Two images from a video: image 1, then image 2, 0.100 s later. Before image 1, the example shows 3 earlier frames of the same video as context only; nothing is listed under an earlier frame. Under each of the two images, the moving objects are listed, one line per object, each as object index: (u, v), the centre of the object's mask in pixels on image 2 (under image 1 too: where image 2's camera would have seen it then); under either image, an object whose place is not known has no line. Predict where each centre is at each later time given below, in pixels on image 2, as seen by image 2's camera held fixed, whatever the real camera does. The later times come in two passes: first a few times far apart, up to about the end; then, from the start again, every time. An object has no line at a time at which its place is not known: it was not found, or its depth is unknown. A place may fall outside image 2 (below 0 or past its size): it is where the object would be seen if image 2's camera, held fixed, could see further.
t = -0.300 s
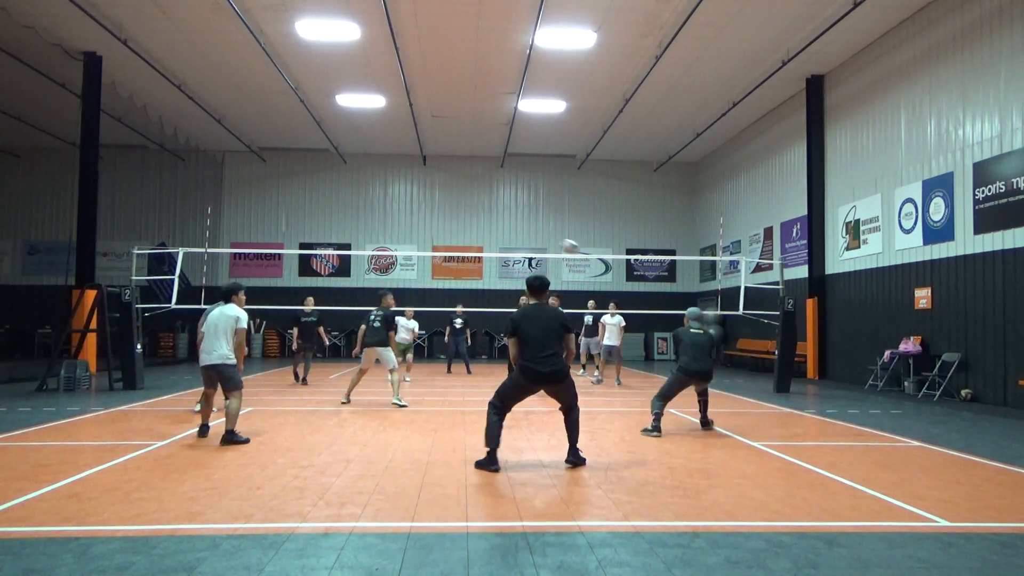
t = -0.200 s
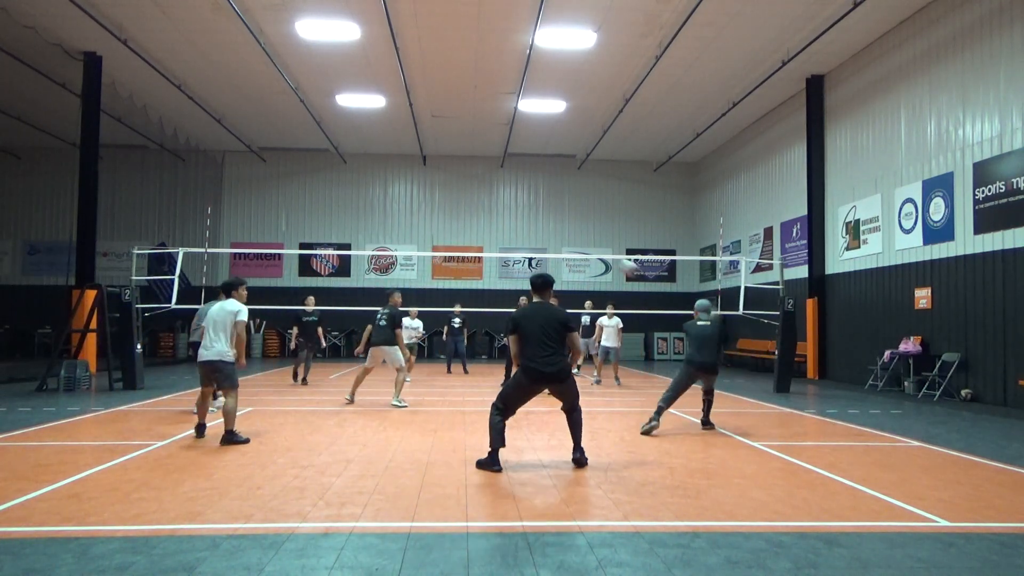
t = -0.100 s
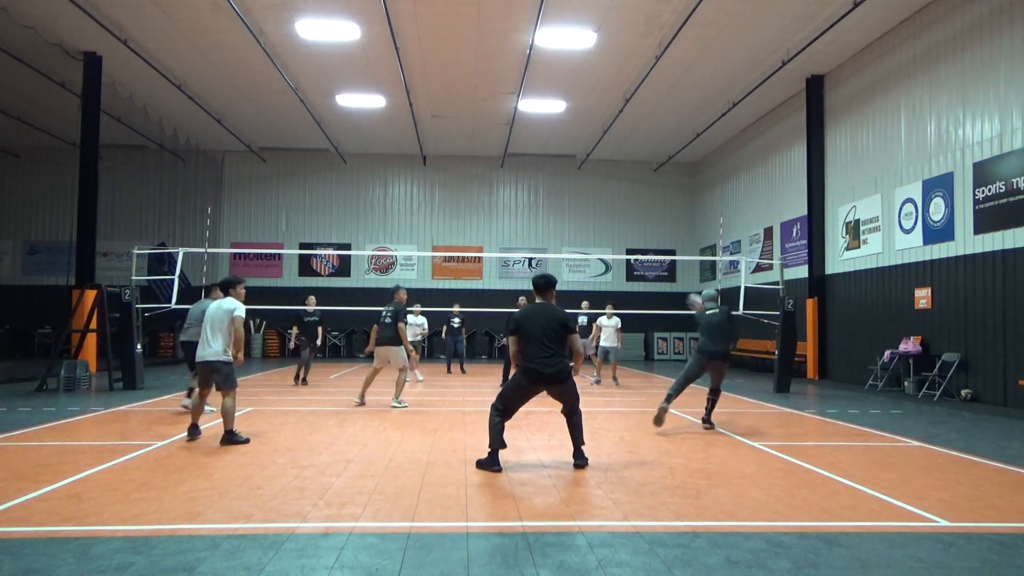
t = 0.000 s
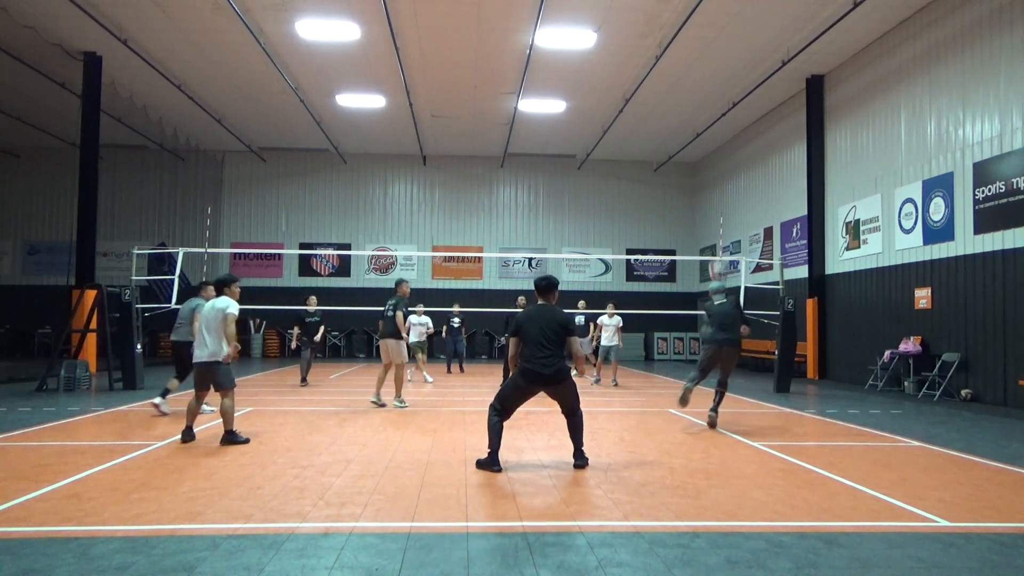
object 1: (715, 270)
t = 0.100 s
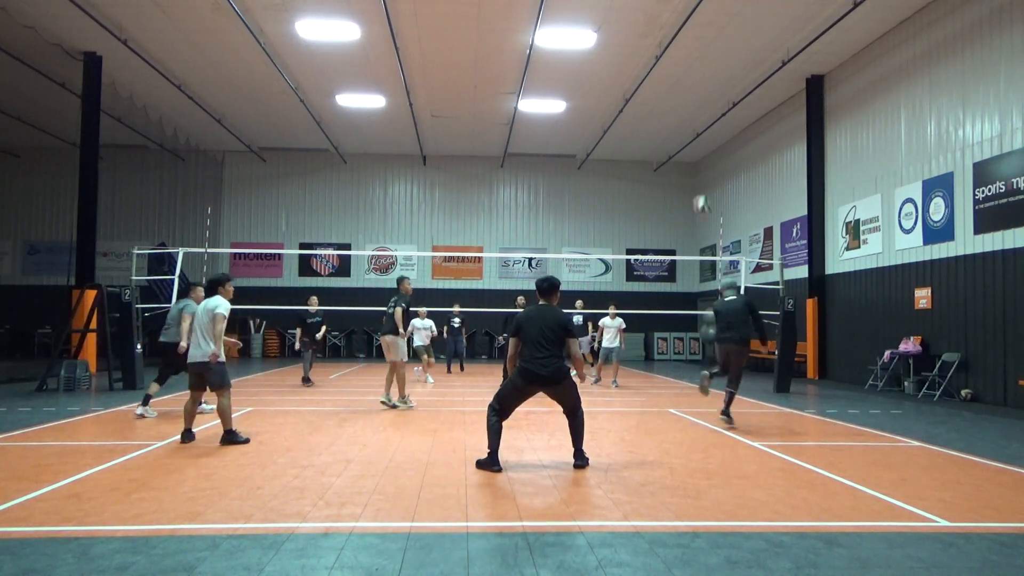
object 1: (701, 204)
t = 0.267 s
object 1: (679, 120)
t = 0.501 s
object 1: (650, 46)
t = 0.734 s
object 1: (626, 14)
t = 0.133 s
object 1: (696, 186)
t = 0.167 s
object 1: (691, 167)
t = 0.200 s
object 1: (687, 151)
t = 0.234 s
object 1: (682, 135)
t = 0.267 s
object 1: (679, 120)
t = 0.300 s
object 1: (674, 107)
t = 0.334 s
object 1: (670, 93)
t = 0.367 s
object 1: (666, 83)
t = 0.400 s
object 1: (662, 72)
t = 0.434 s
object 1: (658, 62)
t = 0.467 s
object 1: (654, 53)
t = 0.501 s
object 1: (650, 46)
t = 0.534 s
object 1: (647, 38)
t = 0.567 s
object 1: (643, 32)
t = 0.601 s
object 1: (639, 28)
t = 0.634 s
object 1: (636, 23)
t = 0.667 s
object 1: (632, 19)
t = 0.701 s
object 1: (629, 16)
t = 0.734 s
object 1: (626, 14)
